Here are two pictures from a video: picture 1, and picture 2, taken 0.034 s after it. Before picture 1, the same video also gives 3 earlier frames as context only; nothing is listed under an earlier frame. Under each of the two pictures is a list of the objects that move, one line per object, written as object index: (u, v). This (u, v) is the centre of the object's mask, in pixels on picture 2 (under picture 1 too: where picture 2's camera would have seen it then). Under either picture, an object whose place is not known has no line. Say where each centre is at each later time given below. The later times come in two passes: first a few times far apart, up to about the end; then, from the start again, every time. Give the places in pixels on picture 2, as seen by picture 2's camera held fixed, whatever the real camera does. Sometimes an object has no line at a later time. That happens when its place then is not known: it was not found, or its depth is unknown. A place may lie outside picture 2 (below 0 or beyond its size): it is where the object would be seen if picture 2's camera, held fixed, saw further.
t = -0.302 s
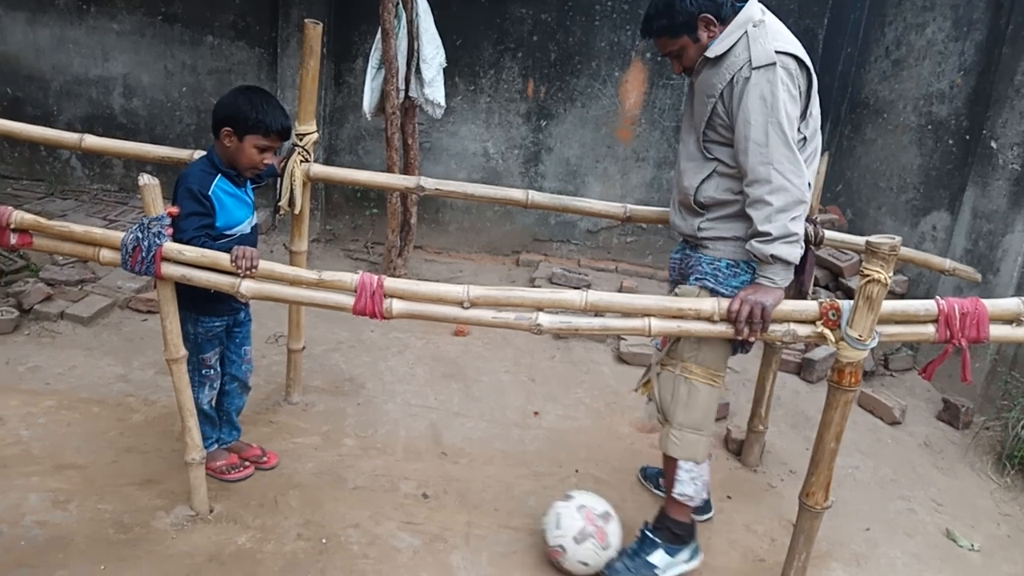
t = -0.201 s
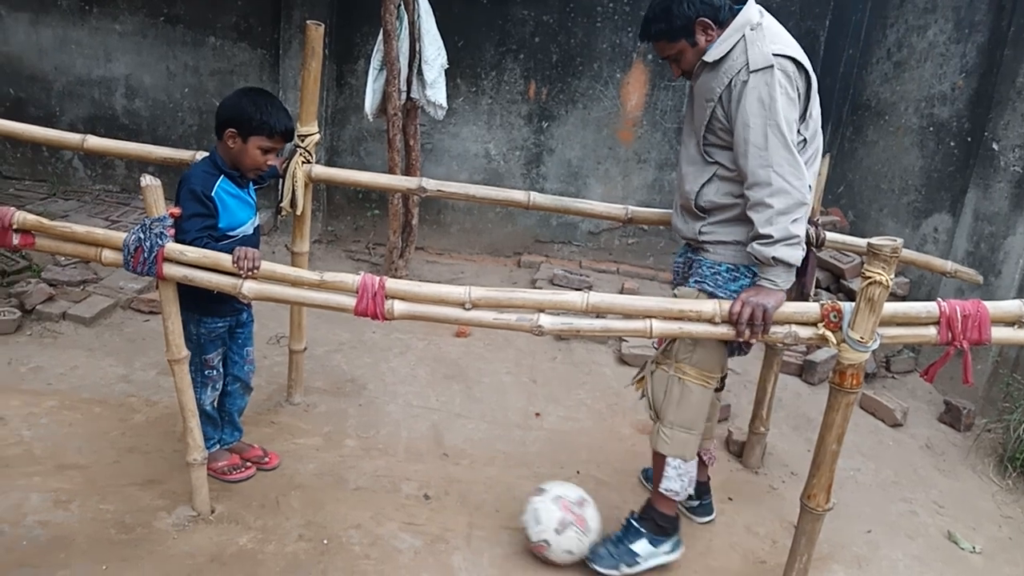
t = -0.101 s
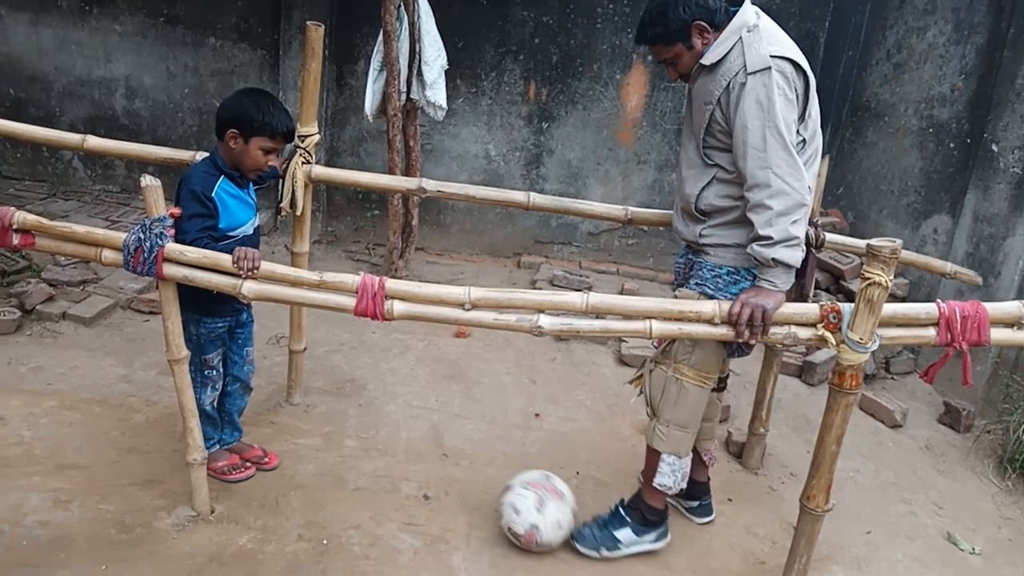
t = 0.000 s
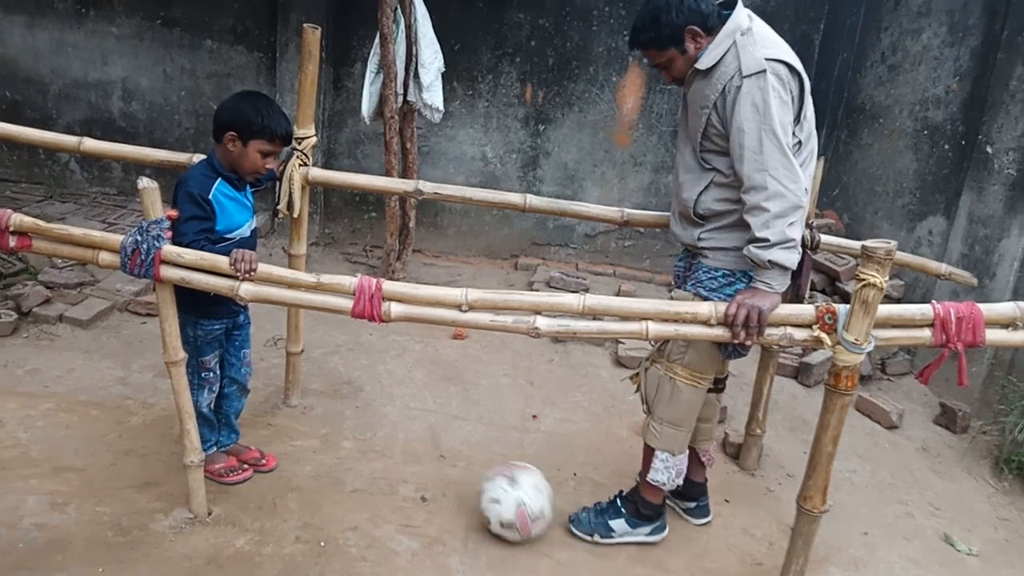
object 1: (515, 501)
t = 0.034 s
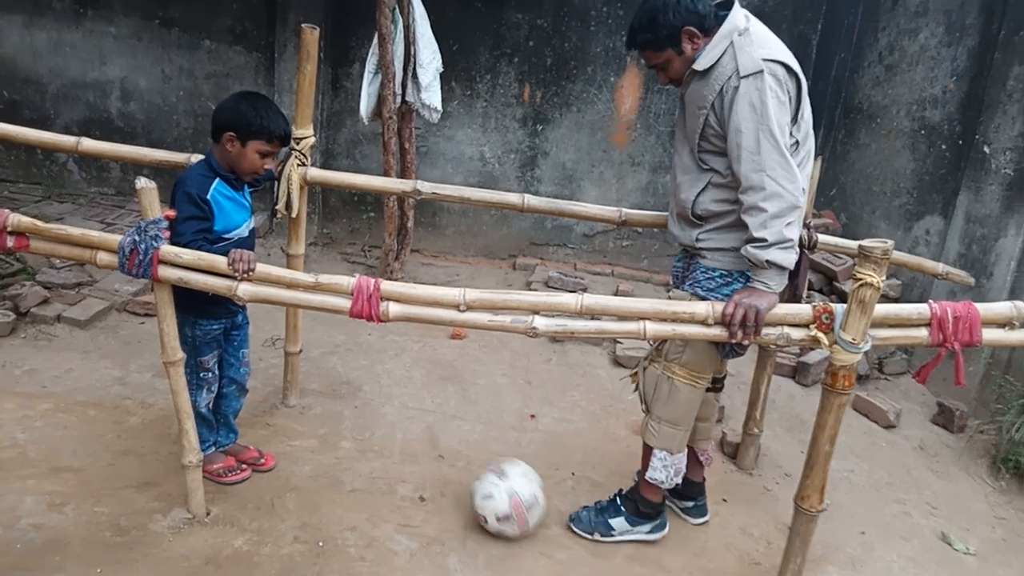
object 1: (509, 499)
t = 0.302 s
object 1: (464, 473)
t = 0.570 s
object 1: (427, 452)
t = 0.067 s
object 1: (503, 495)
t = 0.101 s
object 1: (498, 491)
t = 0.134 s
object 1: (492, 487)
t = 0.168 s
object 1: (486, 485)
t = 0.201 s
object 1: (480, 481)
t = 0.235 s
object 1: (475, 478)
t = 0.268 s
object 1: (470, 475)
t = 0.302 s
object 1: (464, 473)
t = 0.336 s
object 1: (460, 471)
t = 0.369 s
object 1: (455, 468)
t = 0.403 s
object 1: (450, 465)
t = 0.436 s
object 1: (446, 462)
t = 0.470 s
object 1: (441, 459)
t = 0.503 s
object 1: (437, 456)
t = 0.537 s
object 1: (432, 455)
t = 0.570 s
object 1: (427, 452)
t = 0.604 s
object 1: (423, 450)
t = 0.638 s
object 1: (418, 448)
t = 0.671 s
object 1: (414, 446)
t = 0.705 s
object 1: (410, 444)
